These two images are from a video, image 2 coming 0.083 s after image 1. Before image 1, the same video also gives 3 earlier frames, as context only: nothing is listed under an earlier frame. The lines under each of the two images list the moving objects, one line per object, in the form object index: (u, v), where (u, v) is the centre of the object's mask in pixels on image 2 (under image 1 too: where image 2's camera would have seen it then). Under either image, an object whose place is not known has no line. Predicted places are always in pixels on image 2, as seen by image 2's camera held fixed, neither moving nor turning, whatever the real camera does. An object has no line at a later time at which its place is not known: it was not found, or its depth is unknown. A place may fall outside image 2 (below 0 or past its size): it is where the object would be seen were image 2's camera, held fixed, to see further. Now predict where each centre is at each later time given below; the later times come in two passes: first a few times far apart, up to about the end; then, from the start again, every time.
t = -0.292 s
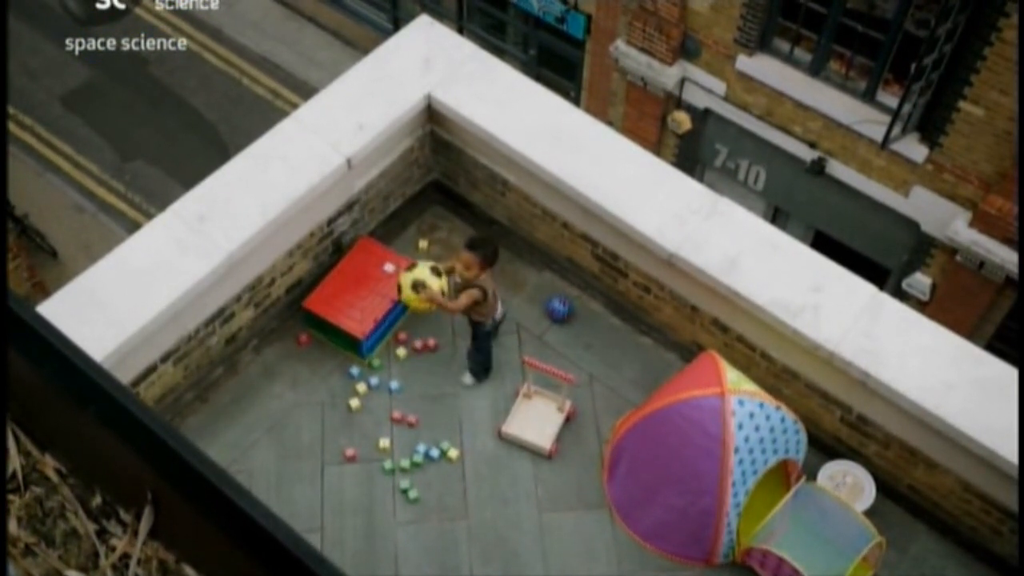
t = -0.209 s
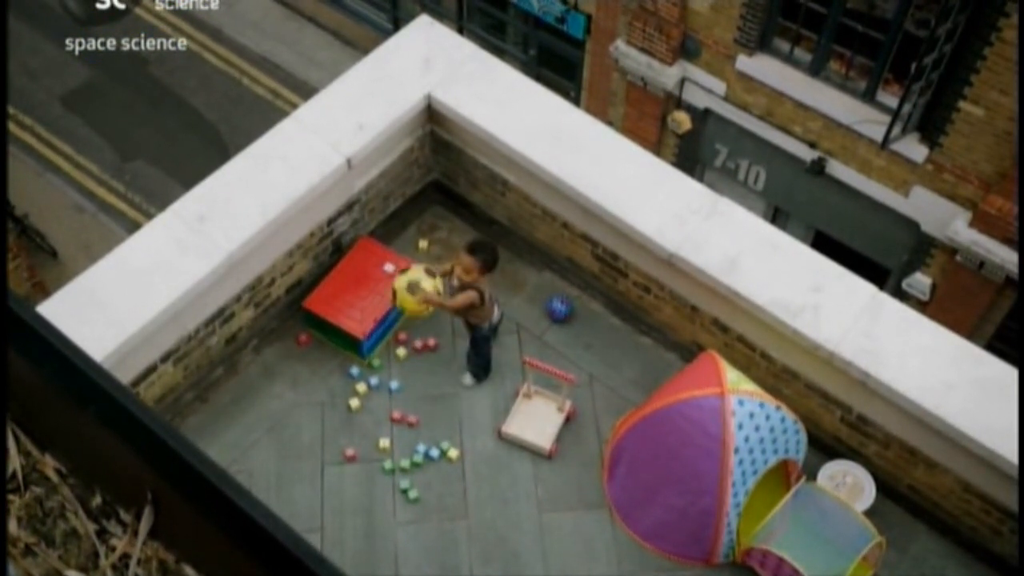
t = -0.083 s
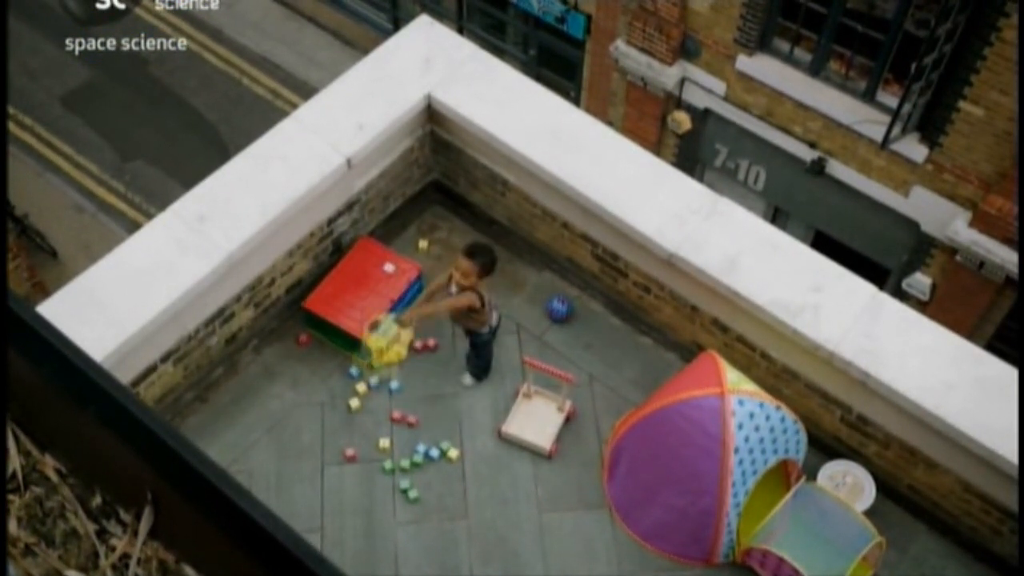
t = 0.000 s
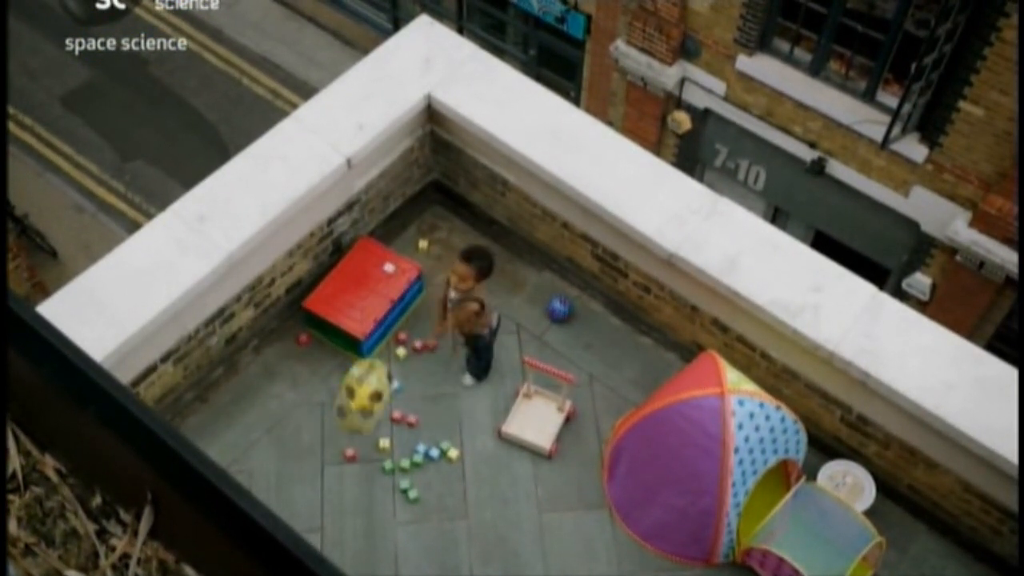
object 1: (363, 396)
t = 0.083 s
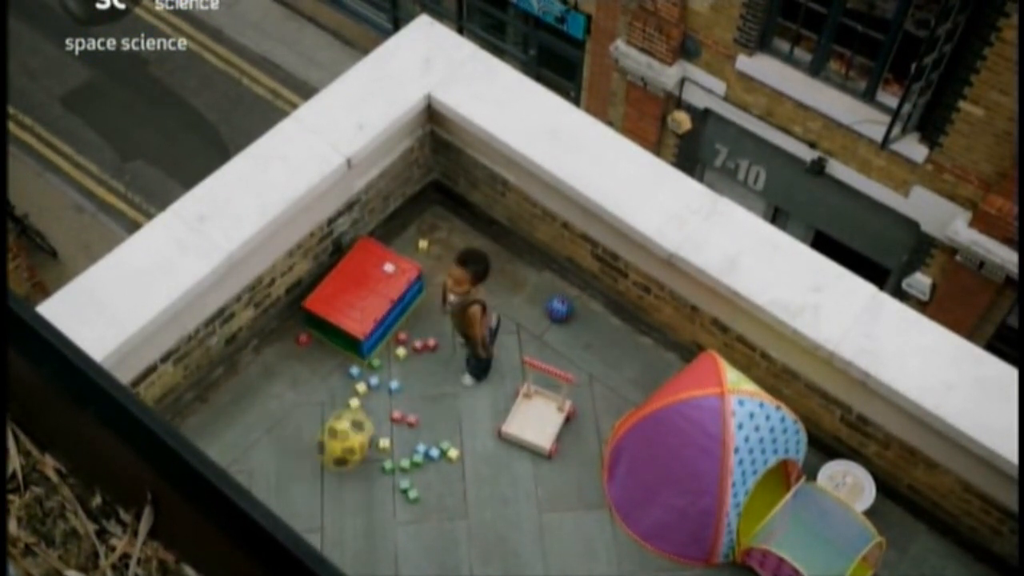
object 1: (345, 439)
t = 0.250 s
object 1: (297, 439)
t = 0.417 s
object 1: (250, 451)
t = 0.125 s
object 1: (334, 443)
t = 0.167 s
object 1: (322, 440)
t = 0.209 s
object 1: (310, 438)
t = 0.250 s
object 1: (297, 439)
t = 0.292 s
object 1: (286, 440)
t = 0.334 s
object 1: (273, 442)
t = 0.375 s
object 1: (262, 447)
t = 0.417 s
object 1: (250, 451)
